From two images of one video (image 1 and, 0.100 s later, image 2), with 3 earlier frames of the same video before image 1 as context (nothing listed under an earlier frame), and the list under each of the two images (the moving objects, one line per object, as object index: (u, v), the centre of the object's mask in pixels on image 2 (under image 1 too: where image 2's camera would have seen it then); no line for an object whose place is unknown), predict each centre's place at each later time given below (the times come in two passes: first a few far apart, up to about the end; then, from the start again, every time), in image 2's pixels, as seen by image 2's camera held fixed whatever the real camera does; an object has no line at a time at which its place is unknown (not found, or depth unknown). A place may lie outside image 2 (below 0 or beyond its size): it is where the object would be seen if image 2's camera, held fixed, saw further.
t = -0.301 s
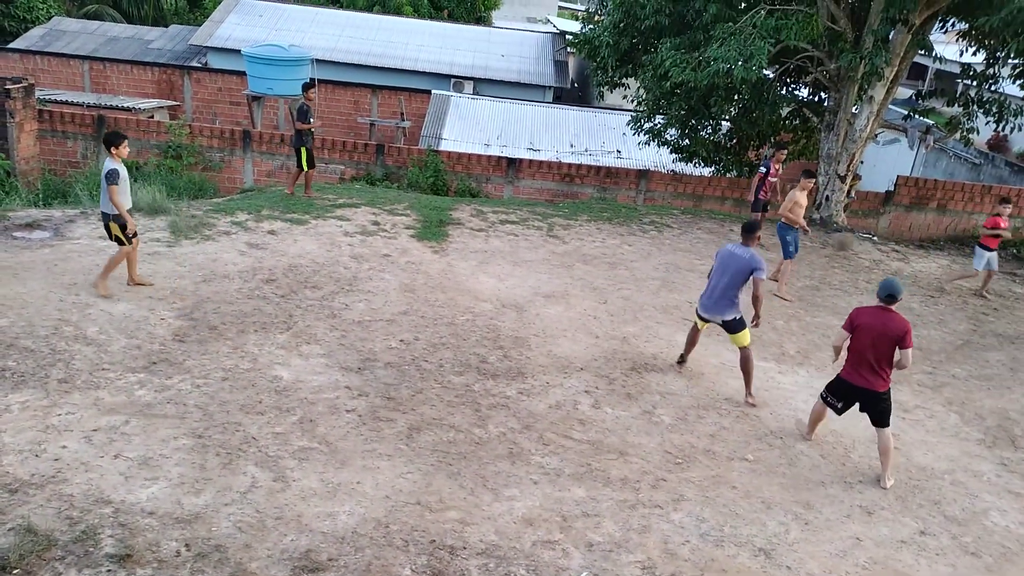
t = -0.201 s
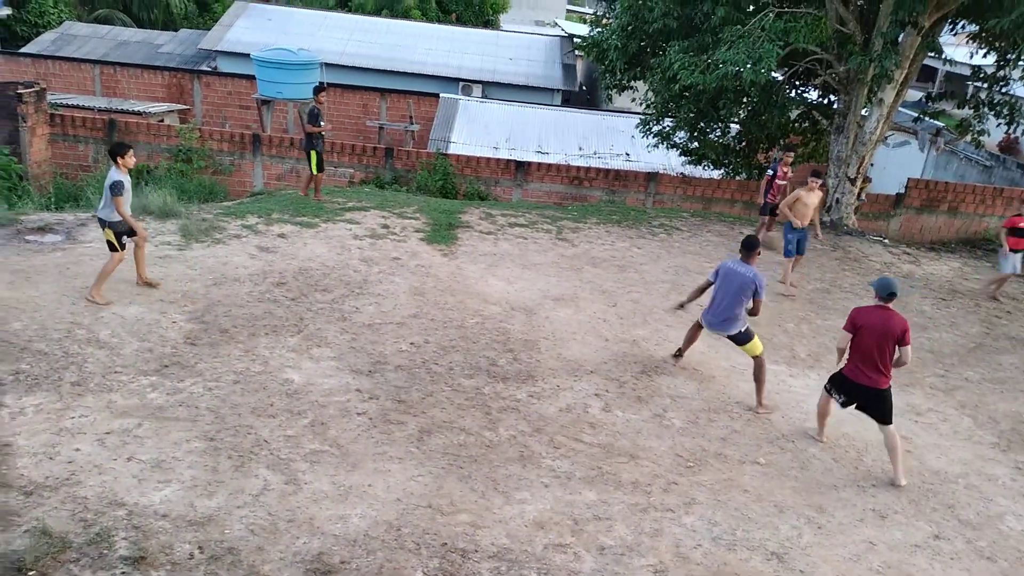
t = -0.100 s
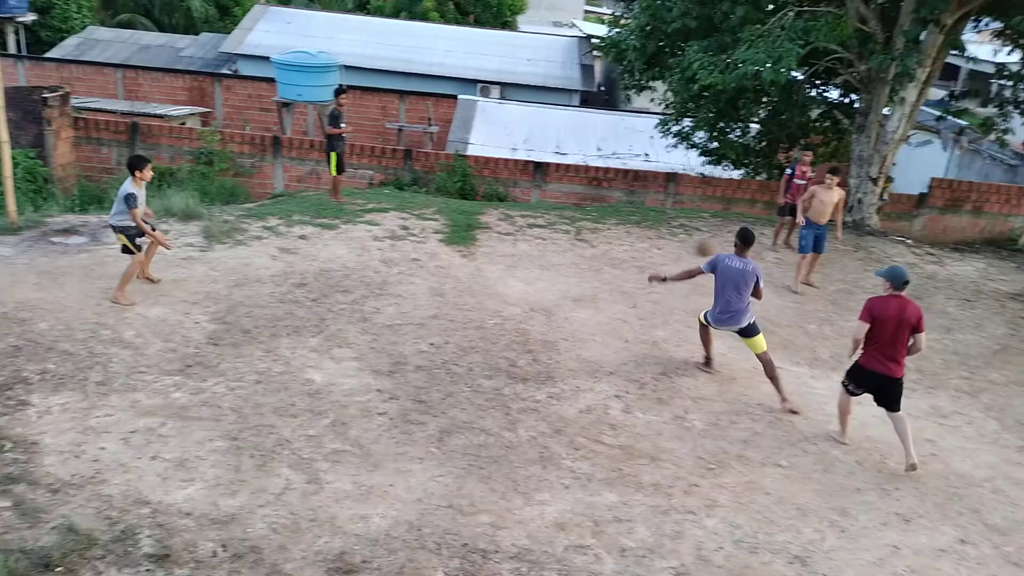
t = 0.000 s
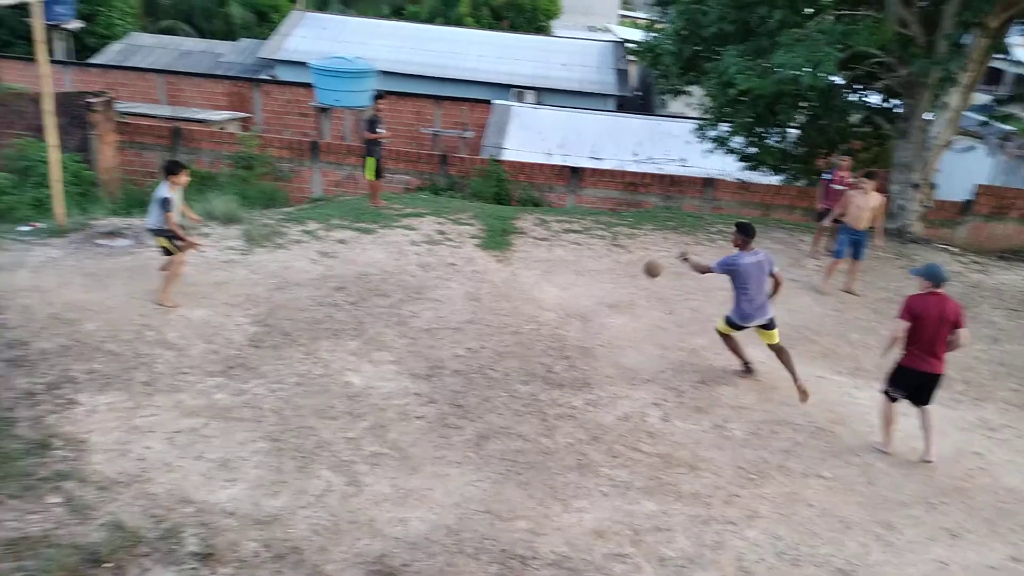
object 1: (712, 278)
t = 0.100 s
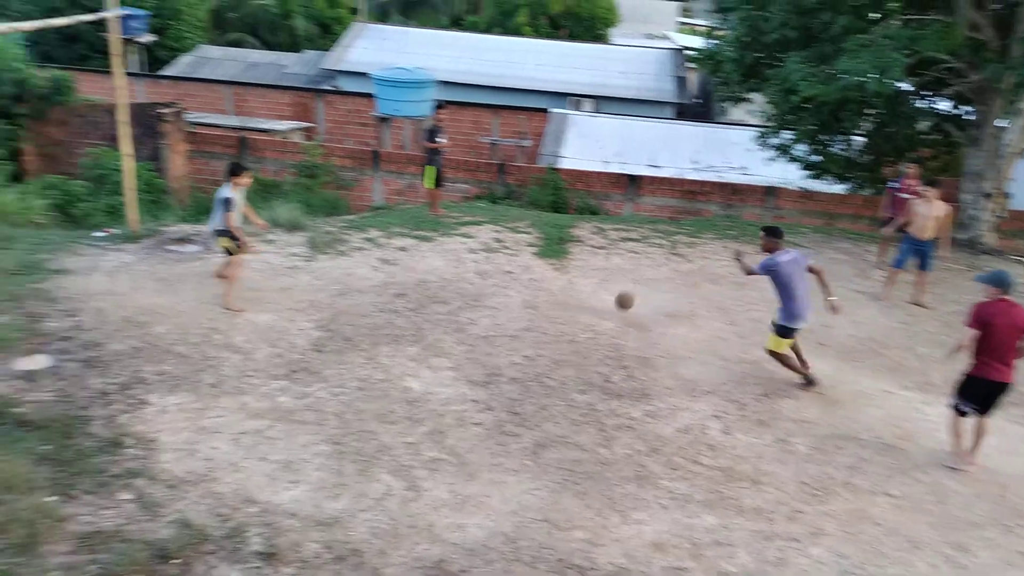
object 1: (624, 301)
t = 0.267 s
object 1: (537, 267)
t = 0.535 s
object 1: (413, 235)
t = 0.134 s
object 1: (599, 307)
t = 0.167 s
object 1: (583, 296)
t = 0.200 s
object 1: (568, 286)
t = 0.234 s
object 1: (553, 276)
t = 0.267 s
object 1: (537, 267)
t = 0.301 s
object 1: (522, 260)
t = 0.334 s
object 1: (507, 254)
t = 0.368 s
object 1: (491, 247)
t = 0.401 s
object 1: (476, 244)
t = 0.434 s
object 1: (460, 241)
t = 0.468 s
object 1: (444, 237)
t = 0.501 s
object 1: (428, 235)
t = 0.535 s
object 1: (413, 235)
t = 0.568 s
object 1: (398, 236)
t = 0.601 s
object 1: (382, 237)
